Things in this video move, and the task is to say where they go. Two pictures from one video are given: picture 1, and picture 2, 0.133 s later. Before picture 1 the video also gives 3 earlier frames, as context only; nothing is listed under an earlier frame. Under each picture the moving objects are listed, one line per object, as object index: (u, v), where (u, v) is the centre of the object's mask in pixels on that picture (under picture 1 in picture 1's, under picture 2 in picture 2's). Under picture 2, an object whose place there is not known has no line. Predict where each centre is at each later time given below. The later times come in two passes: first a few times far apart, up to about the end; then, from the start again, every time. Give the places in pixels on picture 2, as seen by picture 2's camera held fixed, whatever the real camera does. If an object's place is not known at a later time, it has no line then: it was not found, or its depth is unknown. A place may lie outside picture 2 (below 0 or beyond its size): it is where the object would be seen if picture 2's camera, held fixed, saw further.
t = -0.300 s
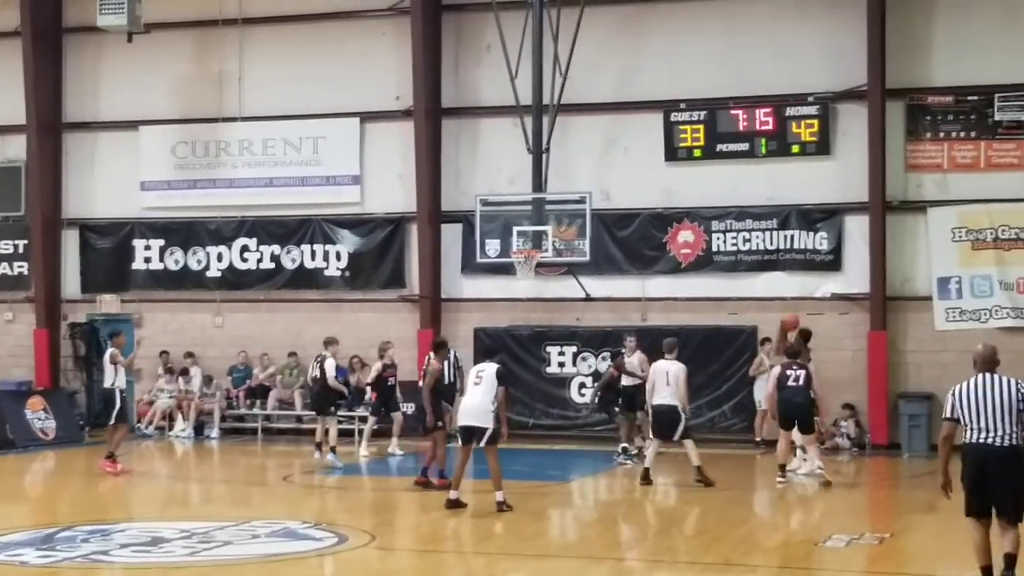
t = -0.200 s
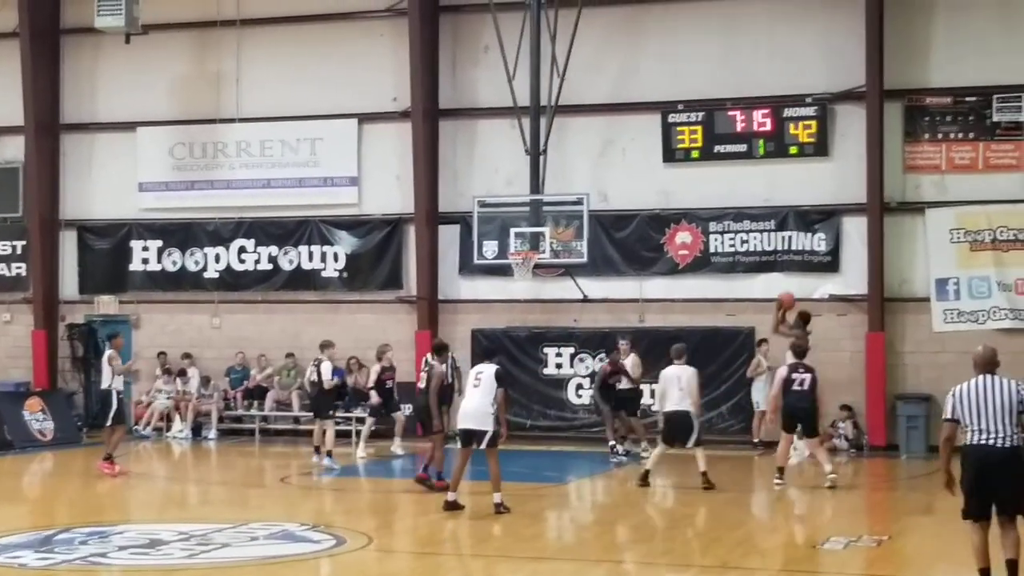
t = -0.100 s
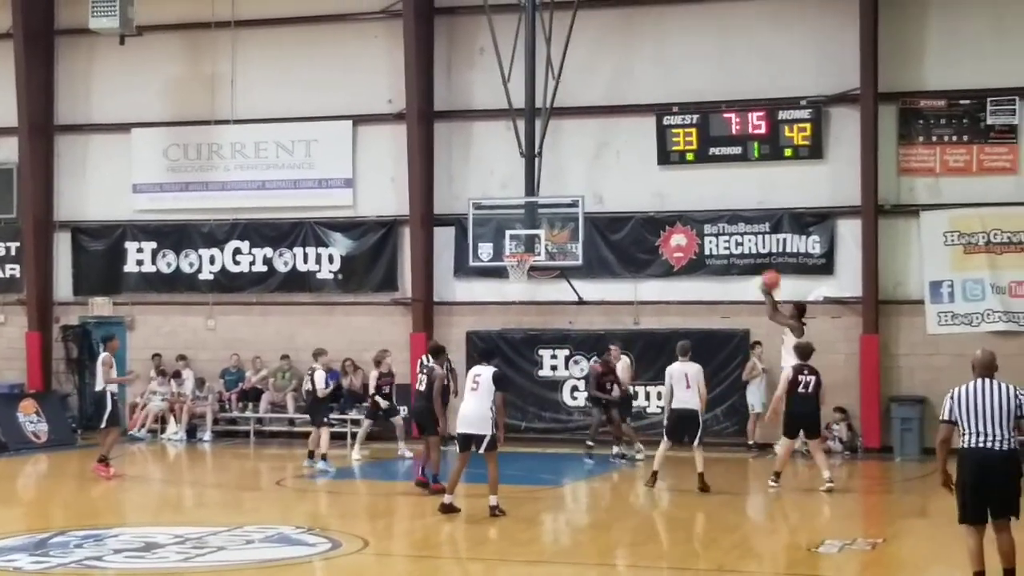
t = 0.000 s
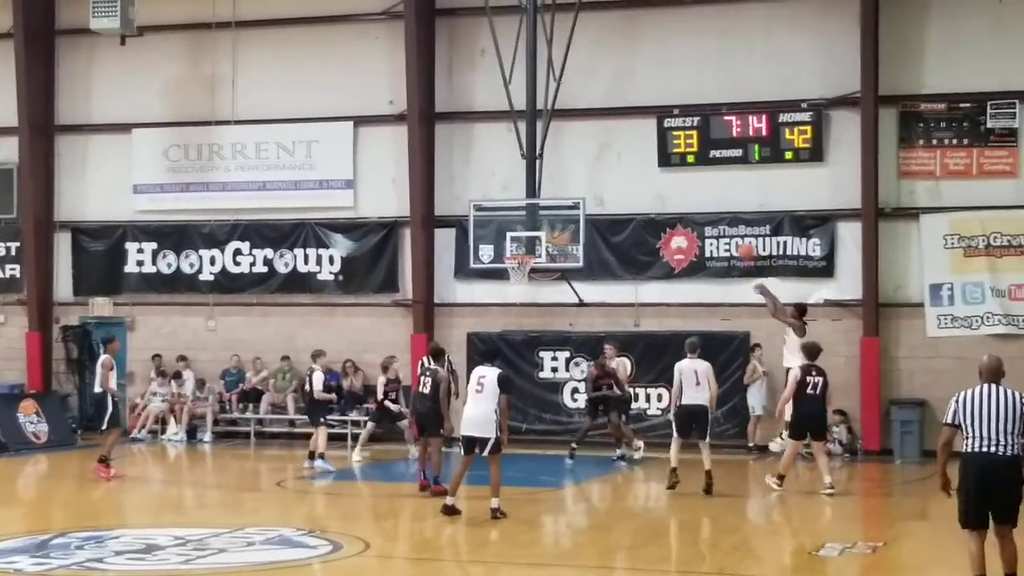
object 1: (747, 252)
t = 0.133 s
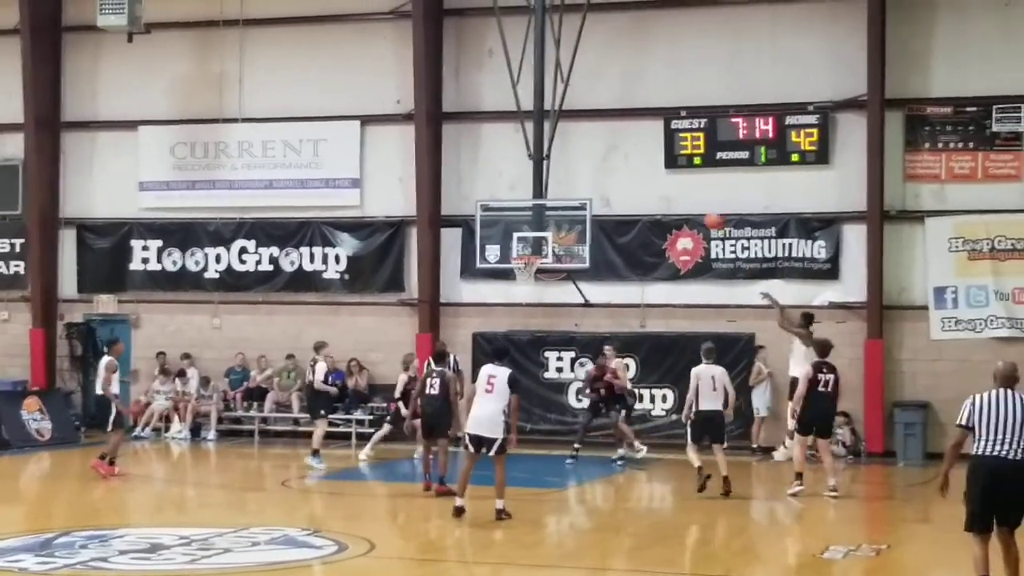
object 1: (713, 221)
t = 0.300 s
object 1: (669, 199)
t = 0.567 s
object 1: (602, 204)
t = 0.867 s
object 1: (530, 251)
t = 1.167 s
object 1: (504, 237)
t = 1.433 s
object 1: (484, 265)
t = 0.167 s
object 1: (705, 216)
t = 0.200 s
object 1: (696, 210)
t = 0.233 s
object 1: (686, 206)
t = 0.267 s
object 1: (677, 202)
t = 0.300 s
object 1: (669, 199)
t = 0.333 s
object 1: (660, 197)
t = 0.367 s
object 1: (651, 196)
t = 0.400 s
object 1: (643, 195)
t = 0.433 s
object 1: (634, 196)
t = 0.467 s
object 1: (626, 197)
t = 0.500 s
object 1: (617, 199)
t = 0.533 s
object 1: (609, 201)
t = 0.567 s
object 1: (602, 204)
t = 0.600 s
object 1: (594, 208)
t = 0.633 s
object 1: (585, 212)
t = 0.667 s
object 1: (576, 217)
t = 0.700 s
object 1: (568, 223)
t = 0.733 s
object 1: (561, 229)
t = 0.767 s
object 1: (552, 235)
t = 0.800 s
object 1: (543, 244)
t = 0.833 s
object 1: (536, 251)
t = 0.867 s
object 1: (530, 251)
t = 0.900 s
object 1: (525, 252)
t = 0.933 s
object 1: (521, 252)
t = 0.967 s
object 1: (519, 248)
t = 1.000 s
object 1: (516, 244)
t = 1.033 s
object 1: (513, 242)
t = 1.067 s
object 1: (511, 240)
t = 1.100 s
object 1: (509, 238)
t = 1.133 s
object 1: (506, 238)
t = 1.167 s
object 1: (504, 237)
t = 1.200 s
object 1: (503, 238)
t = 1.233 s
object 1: (500, 240)
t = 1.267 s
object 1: (498, 241)
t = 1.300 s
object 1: (495, 244)
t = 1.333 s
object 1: (493, 248)
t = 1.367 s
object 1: (489, 253)
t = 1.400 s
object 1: (487, 258)
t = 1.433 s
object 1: (484, 265)
